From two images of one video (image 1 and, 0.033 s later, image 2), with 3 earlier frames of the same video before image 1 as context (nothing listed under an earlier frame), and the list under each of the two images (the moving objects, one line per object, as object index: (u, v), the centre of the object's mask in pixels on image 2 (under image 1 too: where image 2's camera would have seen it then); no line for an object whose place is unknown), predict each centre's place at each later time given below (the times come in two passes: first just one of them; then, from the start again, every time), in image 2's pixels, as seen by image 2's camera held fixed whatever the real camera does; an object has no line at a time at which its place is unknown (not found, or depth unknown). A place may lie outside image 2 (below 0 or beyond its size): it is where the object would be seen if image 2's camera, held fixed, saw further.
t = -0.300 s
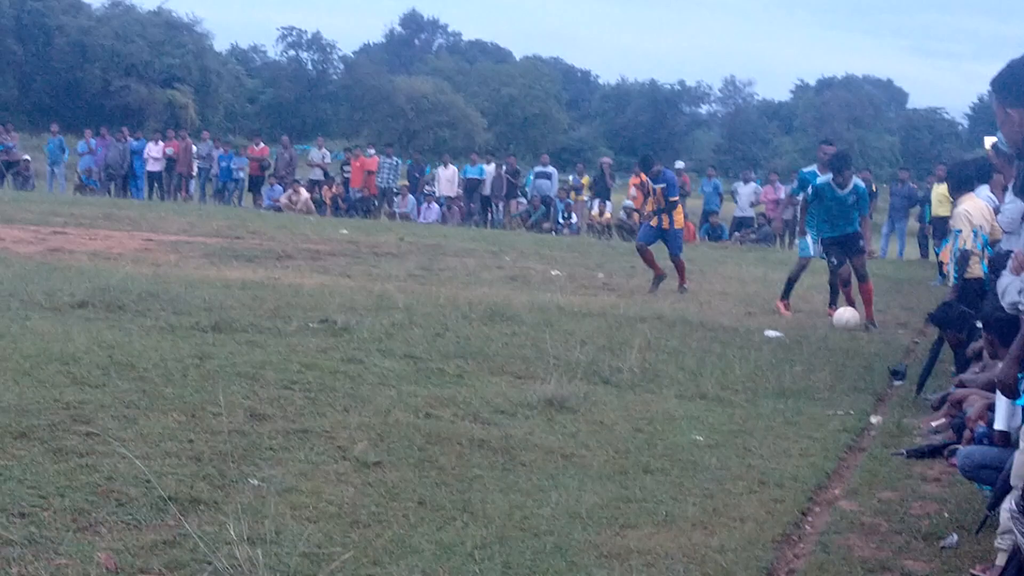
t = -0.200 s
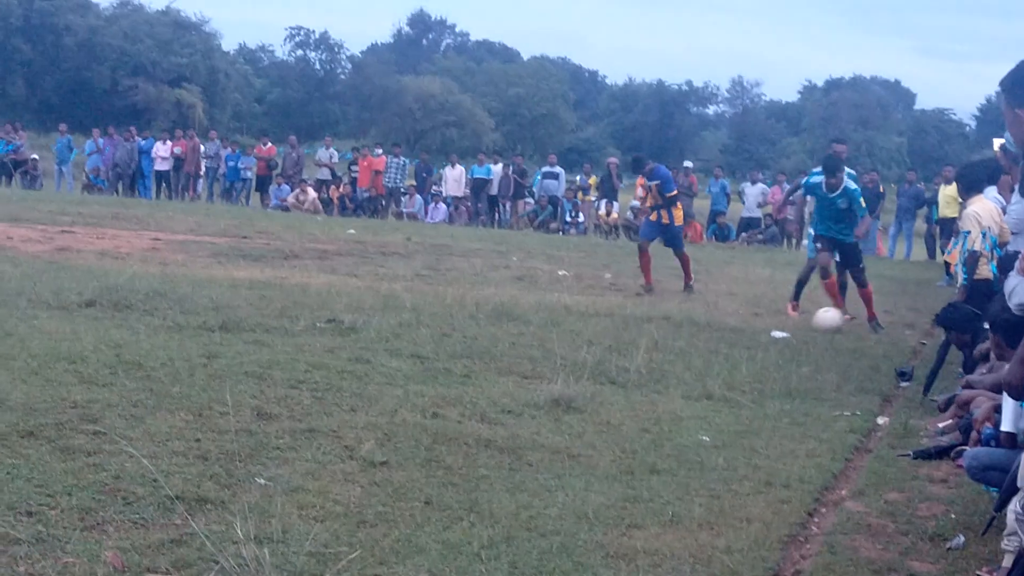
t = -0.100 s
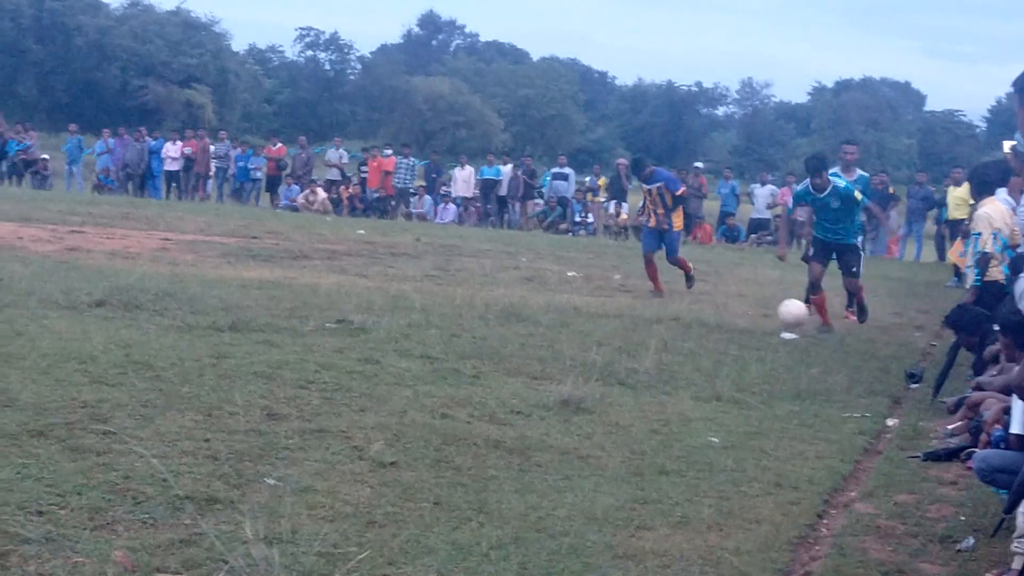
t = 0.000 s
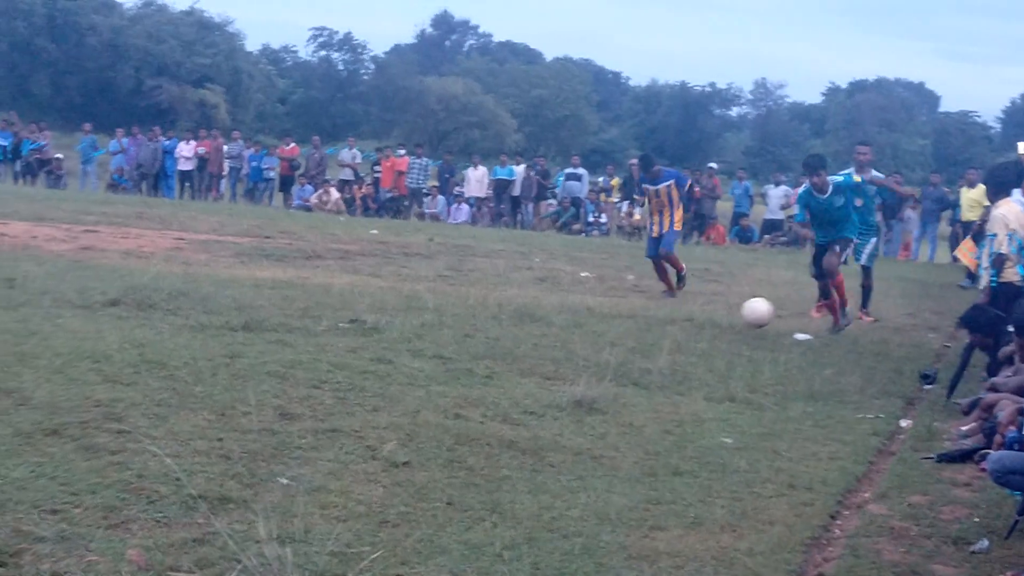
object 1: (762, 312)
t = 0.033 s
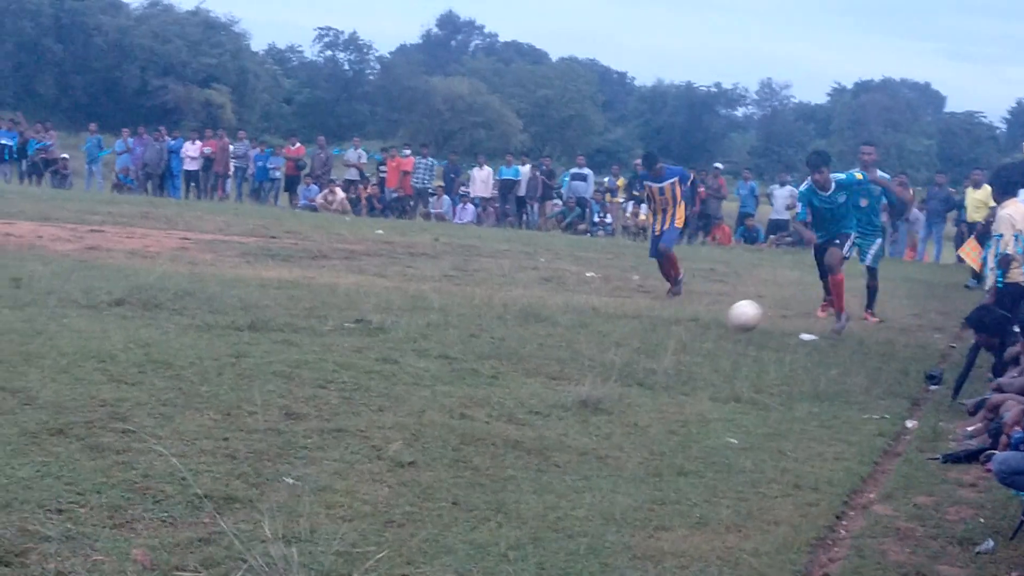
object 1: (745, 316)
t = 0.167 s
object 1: (678, 326)
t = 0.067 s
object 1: (728, 319)
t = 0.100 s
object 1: (710, 325)
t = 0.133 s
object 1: (692, 329)
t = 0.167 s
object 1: (678, 326)
